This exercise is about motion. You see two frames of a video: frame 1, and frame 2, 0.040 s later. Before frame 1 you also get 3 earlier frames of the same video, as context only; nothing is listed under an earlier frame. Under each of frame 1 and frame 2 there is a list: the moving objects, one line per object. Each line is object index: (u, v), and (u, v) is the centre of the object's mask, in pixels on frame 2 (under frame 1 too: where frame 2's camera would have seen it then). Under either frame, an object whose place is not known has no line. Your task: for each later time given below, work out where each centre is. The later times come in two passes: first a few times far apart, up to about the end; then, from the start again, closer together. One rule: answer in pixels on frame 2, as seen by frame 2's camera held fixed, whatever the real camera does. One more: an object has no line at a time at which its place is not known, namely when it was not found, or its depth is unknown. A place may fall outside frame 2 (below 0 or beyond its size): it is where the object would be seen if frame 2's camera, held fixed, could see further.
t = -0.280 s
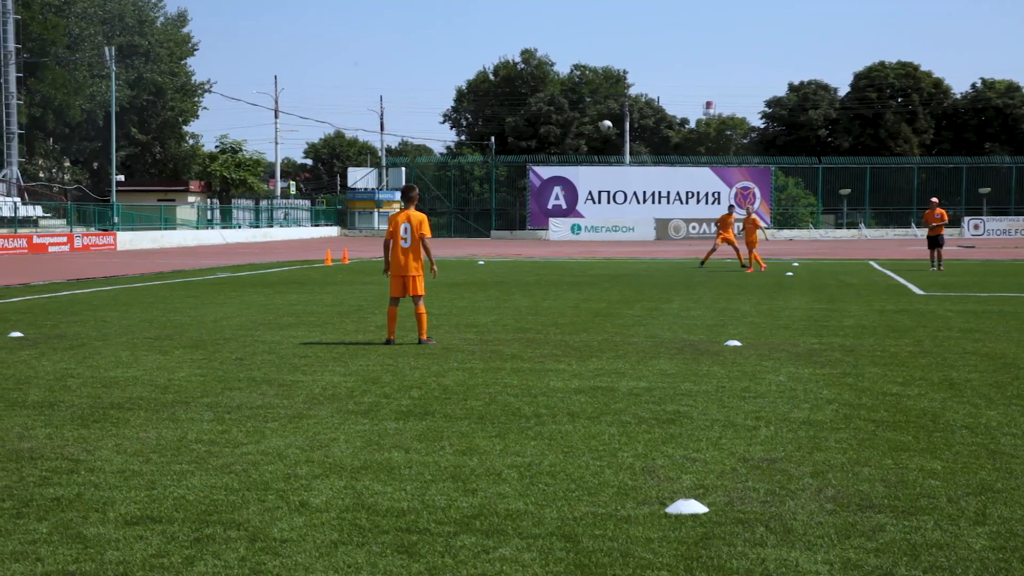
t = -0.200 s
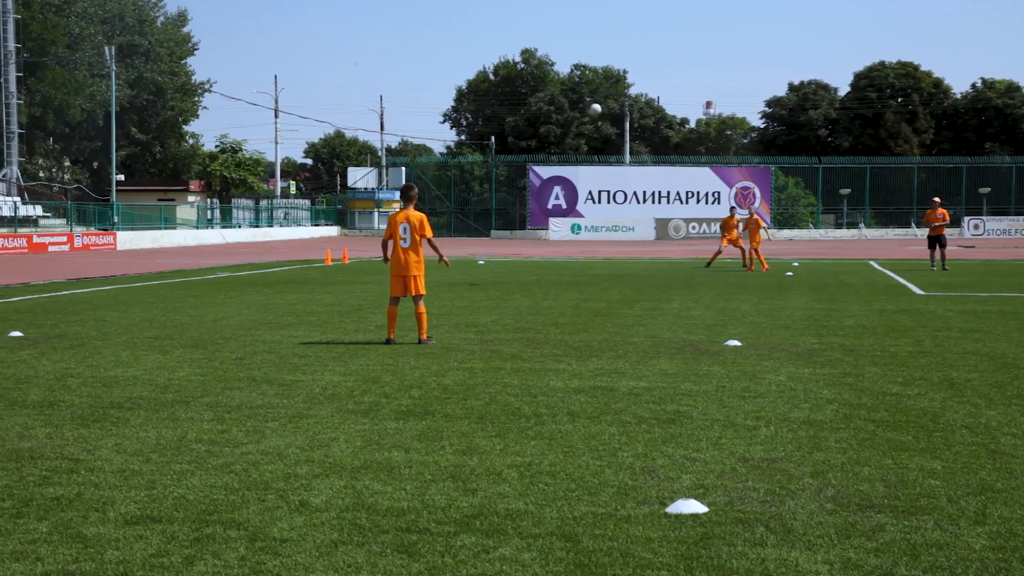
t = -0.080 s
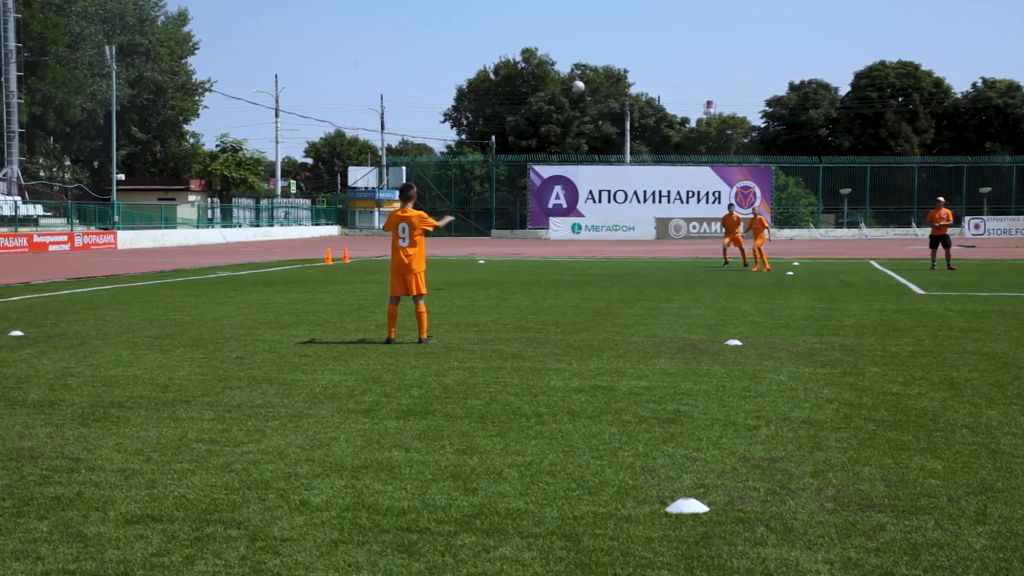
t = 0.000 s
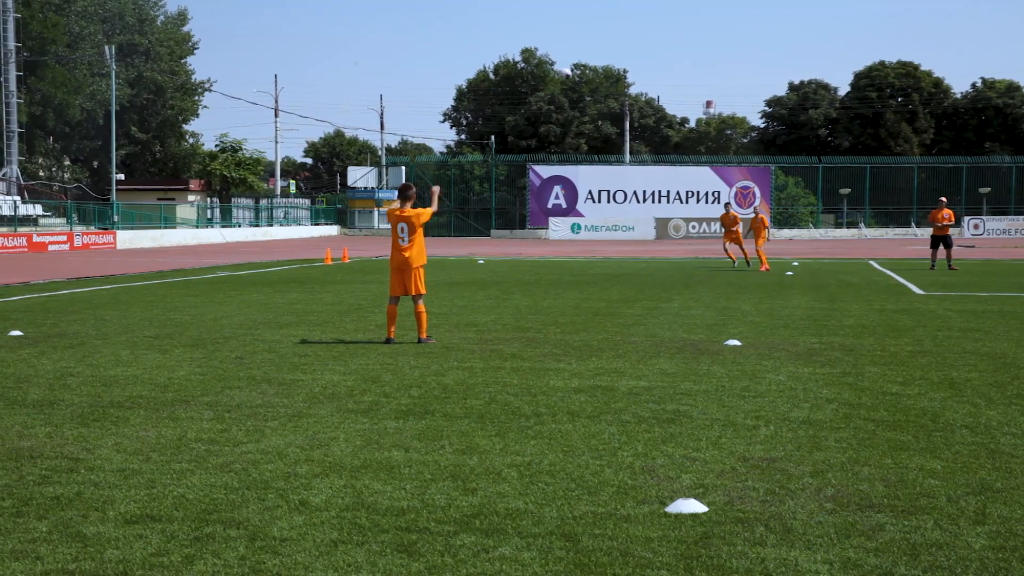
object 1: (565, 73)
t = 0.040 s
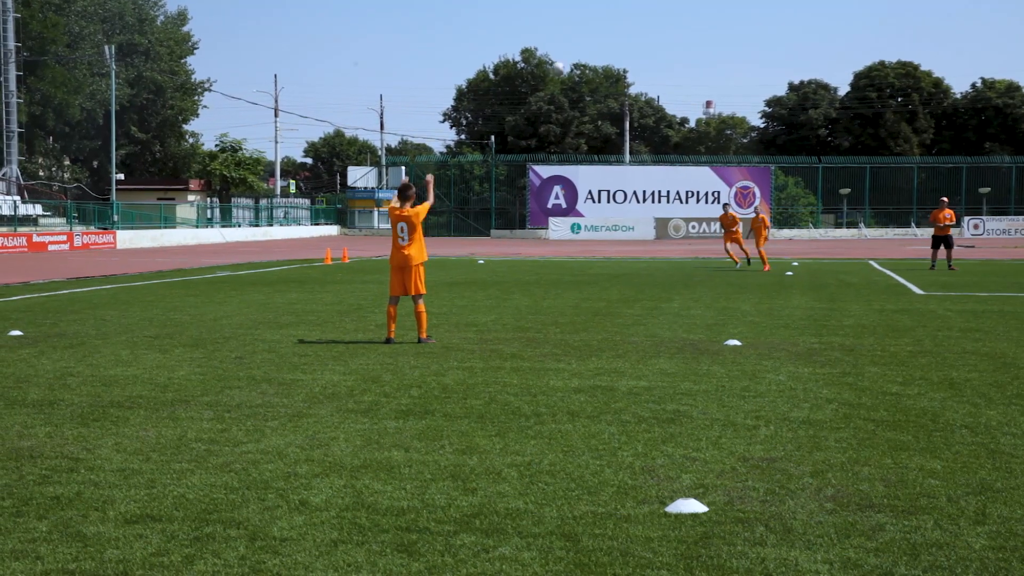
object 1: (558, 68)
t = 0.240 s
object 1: (524, 52)
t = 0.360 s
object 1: (500, 52)
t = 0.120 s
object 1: (544, 60)
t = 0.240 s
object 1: (524, 52)
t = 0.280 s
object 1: (516, 51)
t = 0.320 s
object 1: (508, 51)
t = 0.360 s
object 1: (500, 52)
